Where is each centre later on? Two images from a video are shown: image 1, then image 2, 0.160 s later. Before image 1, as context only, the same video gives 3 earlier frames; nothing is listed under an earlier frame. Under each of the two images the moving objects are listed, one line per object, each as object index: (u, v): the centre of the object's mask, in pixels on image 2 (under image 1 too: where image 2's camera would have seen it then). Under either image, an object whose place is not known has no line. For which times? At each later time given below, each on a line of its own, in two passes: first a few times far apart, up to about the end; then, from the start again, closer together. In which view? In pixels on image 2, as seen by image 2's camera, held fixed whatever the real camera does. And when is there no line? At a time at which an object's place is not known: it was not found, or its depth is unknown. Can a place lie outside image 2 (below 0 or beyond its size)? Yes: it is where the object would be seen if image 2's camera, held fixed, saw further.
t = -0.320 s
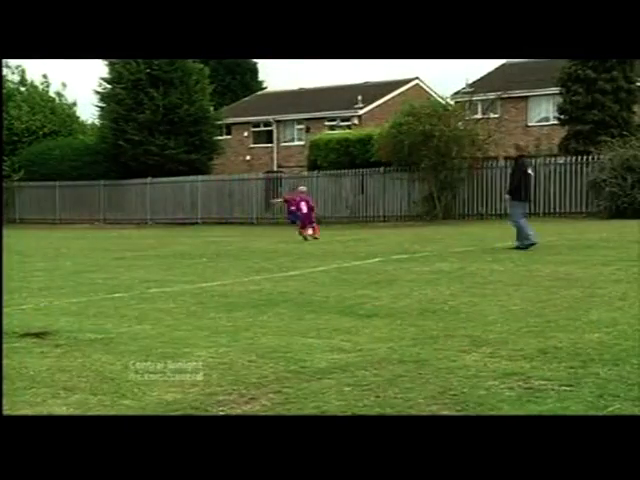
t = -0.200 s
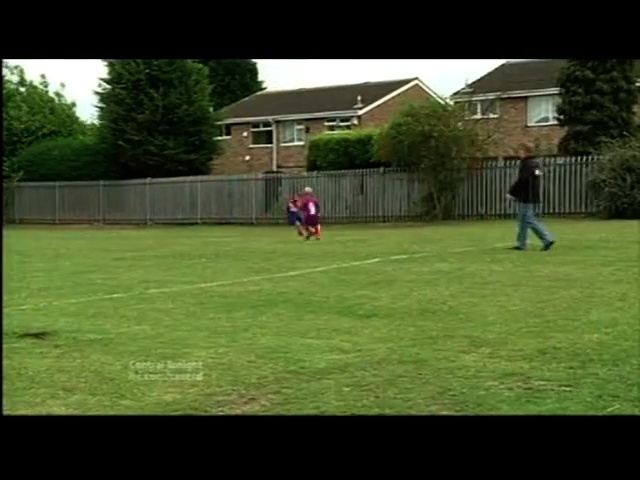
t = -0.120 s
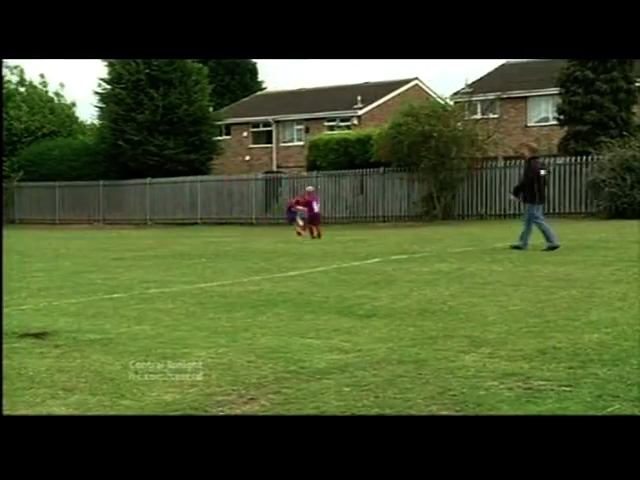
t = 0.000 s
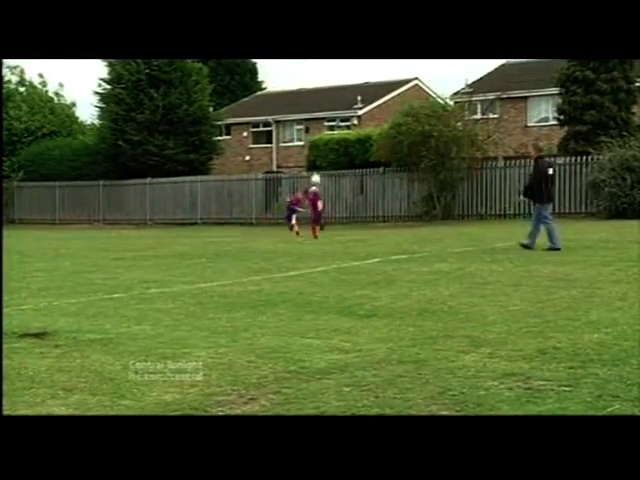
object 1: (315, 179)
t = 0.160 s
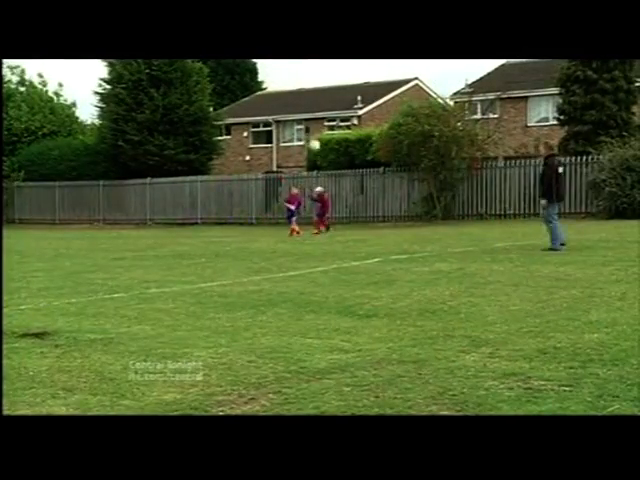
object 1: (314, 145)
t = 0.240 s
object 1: (314, 130)
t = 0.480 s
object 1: (310, 98)
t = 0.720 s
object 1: (304, 92)
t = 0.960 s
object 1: (293, 118)
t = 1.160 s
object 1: (279, 183)
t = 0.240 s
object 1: (314, 130)
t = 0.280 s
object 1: (313, 124)
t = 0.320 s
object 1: (313, 118)
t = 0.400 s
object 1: (312, 107)
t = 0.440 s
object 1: (311, 102)
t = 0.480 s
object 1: (310, 98)
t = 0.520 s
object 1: (309, 94)
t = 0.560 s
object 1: (309, 92)
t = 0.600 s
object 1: (308, 91)
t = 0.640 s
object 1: (307, 91)
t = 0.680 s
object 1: (306, 91)
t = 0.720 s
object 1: (304, 92)
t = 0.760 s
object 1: (303, 93)
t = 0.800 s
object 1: (301, 95)
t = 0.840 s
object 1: (299, 98)
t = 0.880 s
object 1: (297, 103)
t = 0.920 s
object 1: (295, 109)
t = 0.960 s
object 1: (293, 118)
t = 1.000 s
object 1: (291, 126)
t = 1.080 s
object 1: (285, 151)
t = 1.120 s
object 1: (282, 165)
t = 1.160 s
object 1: (279, 183)
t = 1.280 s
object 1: (266, 250)
